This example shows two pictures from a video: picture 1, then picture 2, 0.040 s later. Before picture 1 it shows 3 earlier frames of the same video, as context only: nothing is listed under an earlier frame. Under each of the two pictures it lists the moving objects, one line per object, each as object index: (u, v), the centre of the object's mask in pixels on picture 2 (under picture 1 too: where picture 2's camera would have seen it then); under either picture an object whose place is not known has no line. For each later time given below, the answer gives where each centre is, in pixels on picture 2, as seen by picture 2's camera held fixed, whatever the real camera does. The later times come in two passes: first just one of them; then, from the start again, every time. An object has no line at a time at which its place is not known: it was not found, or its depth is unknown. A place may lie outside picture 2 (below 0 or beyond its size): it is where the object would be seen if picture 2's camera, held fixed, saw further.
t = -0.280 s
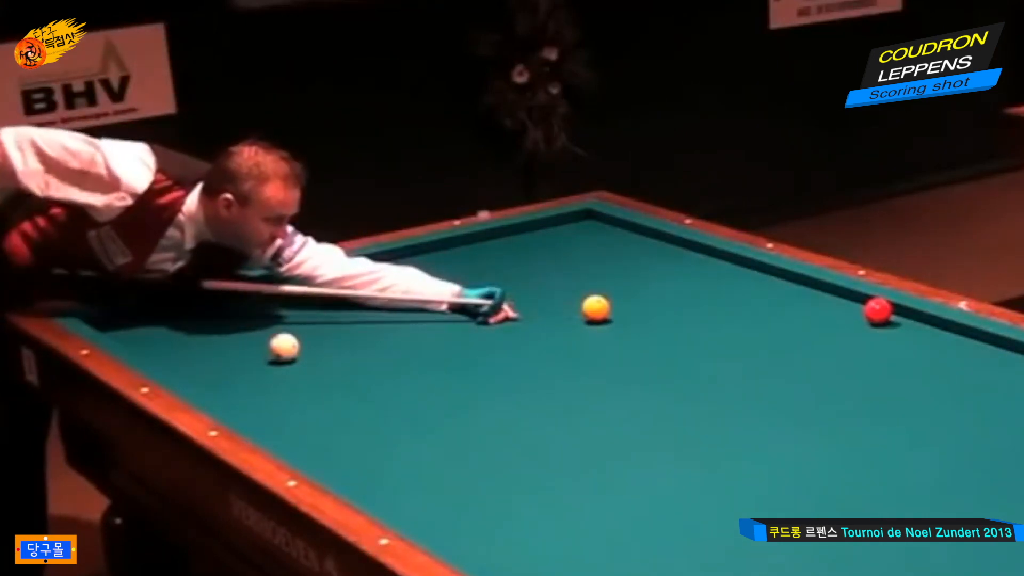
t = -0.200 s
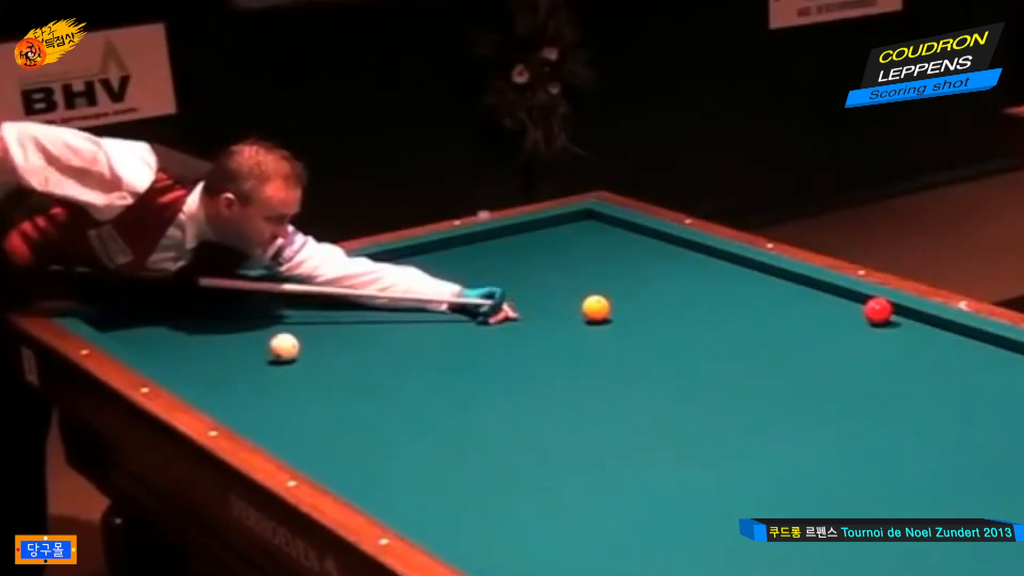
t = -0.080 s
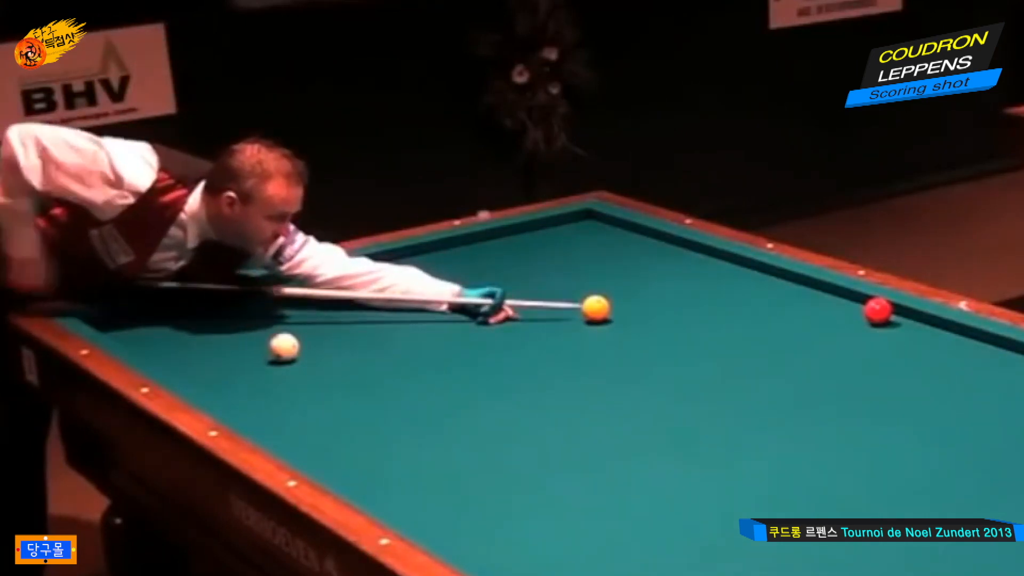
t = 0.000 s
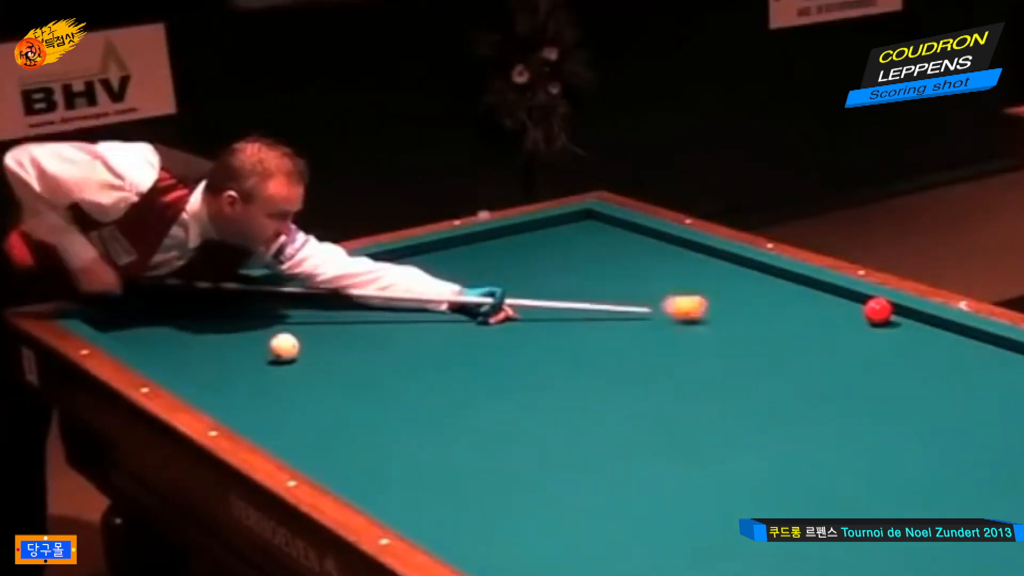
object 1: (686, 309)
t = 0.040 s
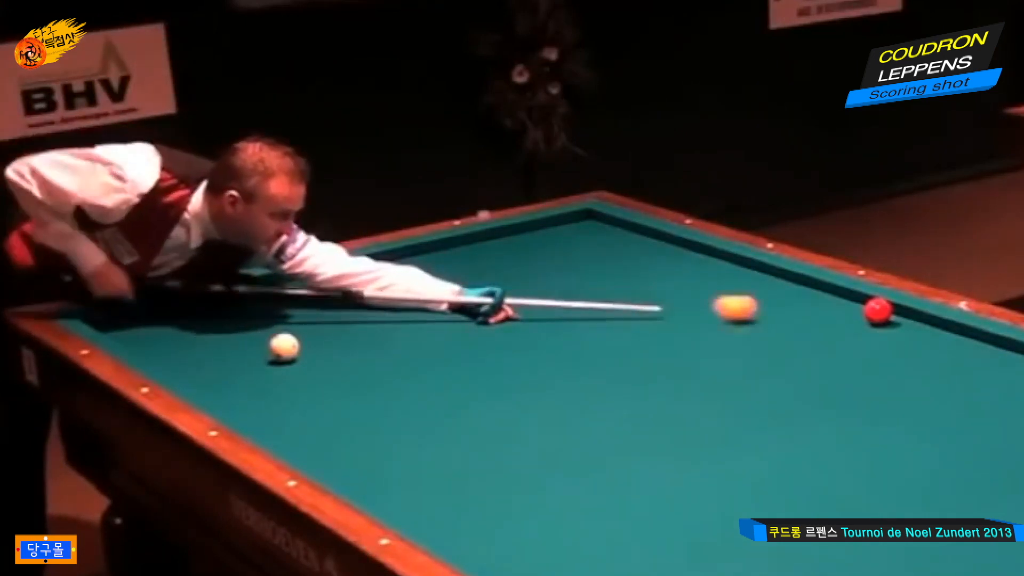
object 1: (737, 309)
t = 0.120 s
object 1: (834, 309)
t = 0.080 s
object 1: (786, 309)
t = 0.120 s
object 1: (834, 309)
